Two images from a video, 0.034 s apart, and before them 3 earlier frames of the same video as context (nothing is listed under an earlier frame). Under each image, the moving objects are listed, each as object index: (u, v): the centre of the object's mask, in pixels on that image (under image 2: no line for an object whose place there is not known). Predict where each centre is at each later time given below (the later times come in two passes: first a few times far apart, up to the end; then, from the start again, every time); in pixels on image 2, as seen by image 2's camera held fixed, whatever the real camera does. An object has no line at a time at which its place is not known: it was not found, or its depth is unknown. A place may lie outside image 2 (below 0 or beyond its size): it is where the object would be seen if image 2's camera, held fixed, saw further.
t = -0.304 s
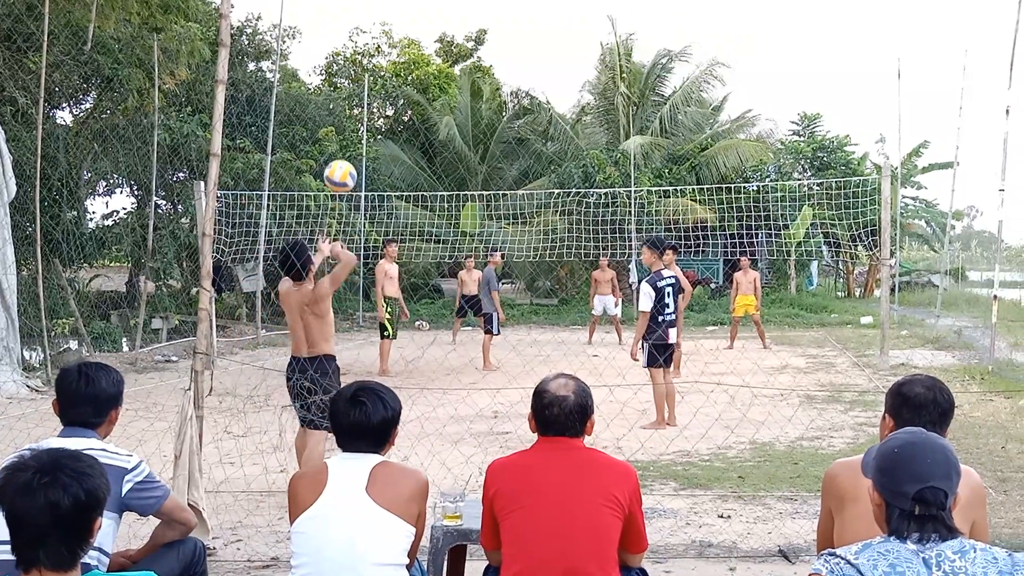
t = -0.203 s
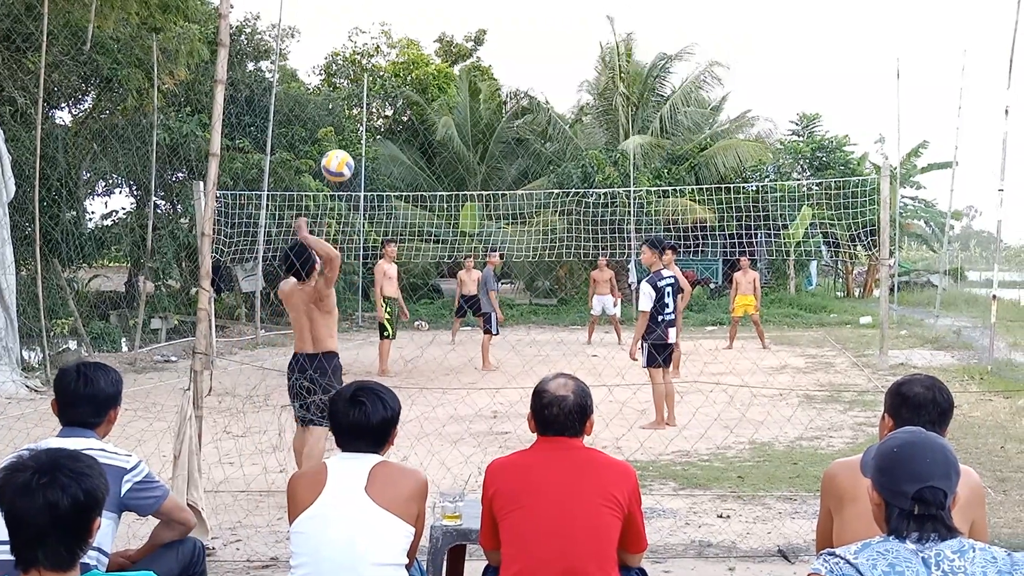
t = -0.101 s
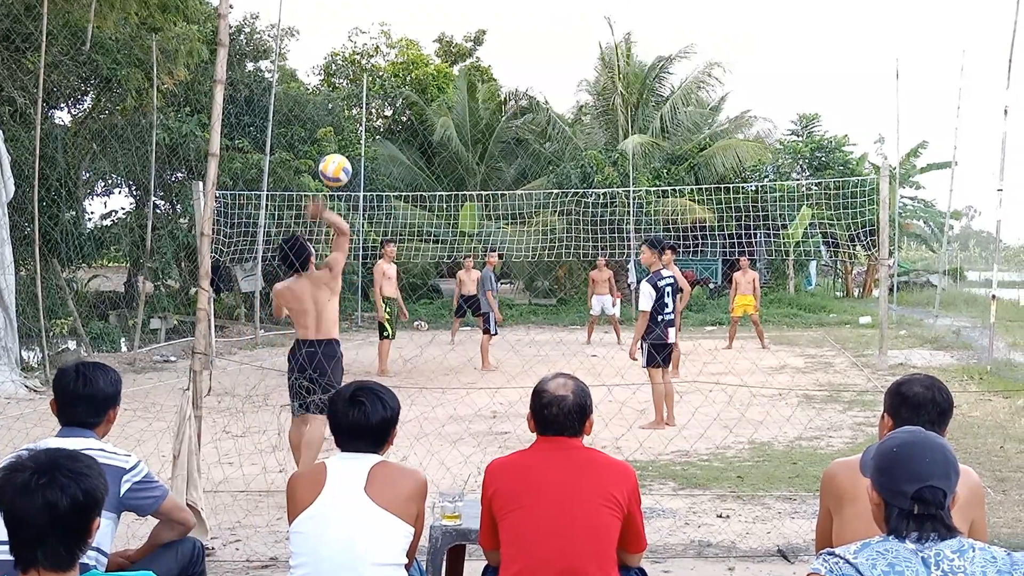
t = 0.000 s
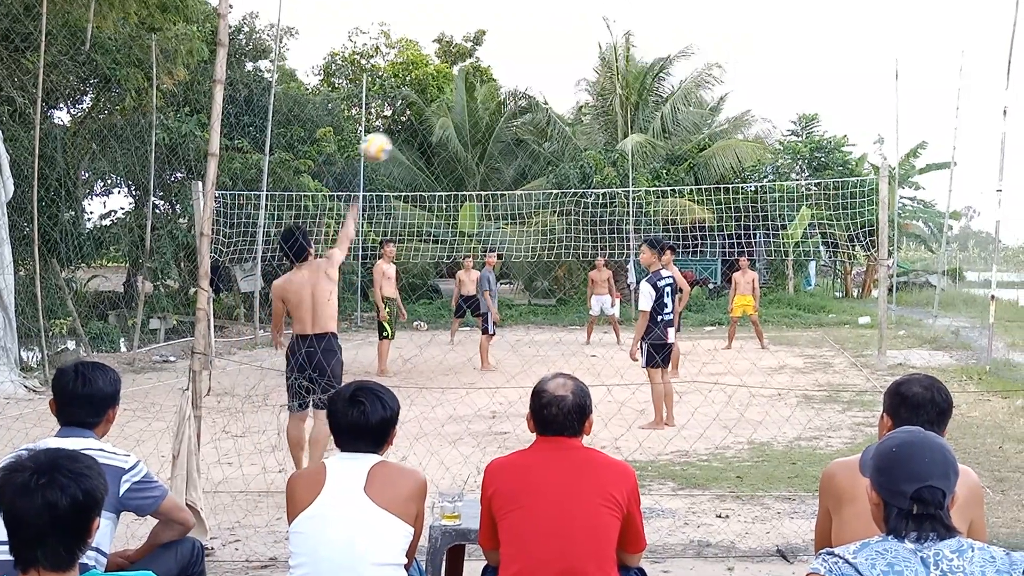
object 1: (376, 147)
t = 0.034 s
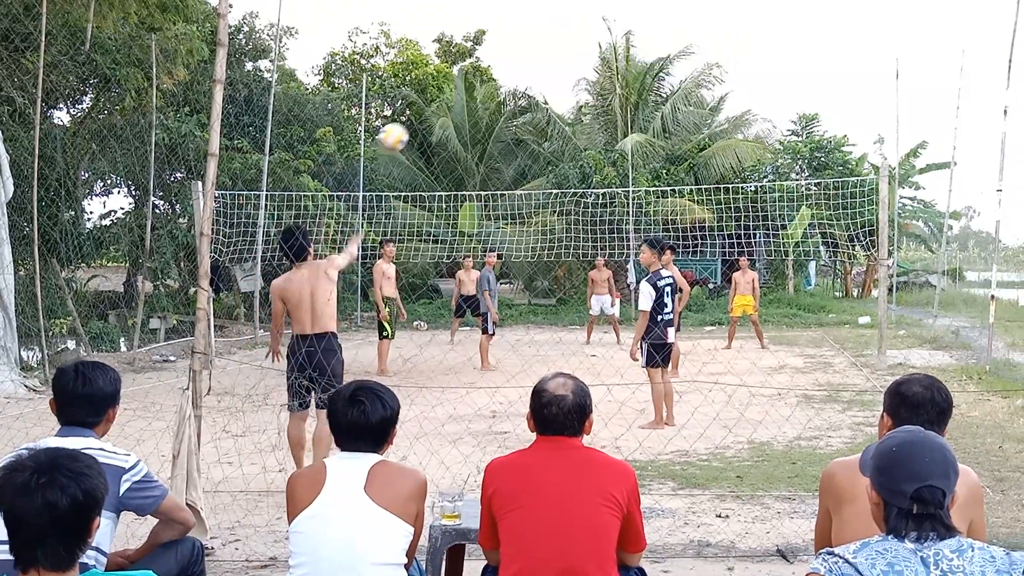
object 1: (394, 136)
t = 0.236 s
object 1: (467, 113)
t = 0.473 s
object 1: (516, 136)
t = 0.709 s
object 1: (545, 191)
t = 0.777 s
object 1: (550, 209)
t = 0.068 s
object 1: (409, 128)
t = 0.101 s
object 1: (423, 123)
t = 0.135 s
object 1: (435, 117)
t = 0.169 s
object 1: (447, 115)
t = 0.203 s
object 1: (458, 113)
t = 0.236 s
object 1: (467, 113)
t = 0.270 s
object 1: (477, 114)
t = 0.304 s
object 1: (485, 115)
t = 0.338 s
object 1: (492, 118)
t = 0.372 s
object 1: (499, 121)
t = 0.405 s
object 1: (505, 125)
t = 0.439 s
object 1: (511, 130)
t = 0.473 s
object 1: (516, 136)
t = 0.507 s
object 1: (521, 142)
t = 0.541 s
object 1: (526, 150)
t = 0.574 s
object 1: (530, 158)
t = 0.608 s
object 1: (534, 165)
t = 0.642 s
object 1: (538, 173)
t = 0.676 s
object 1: (541, 182)
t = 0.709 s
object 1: (545, 191)
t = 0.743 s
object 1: (547, 200)
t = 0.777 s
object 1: (550, 209)
